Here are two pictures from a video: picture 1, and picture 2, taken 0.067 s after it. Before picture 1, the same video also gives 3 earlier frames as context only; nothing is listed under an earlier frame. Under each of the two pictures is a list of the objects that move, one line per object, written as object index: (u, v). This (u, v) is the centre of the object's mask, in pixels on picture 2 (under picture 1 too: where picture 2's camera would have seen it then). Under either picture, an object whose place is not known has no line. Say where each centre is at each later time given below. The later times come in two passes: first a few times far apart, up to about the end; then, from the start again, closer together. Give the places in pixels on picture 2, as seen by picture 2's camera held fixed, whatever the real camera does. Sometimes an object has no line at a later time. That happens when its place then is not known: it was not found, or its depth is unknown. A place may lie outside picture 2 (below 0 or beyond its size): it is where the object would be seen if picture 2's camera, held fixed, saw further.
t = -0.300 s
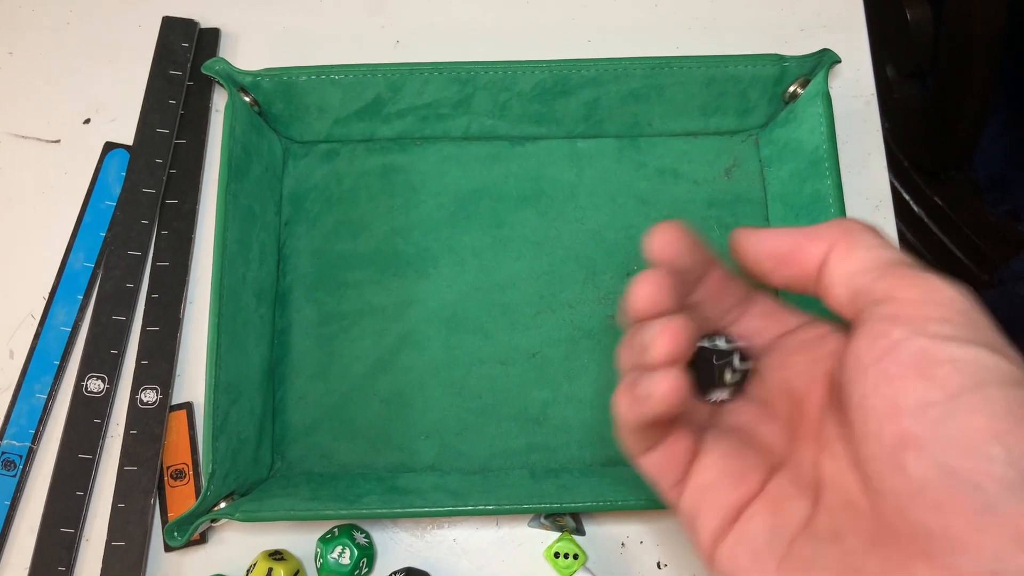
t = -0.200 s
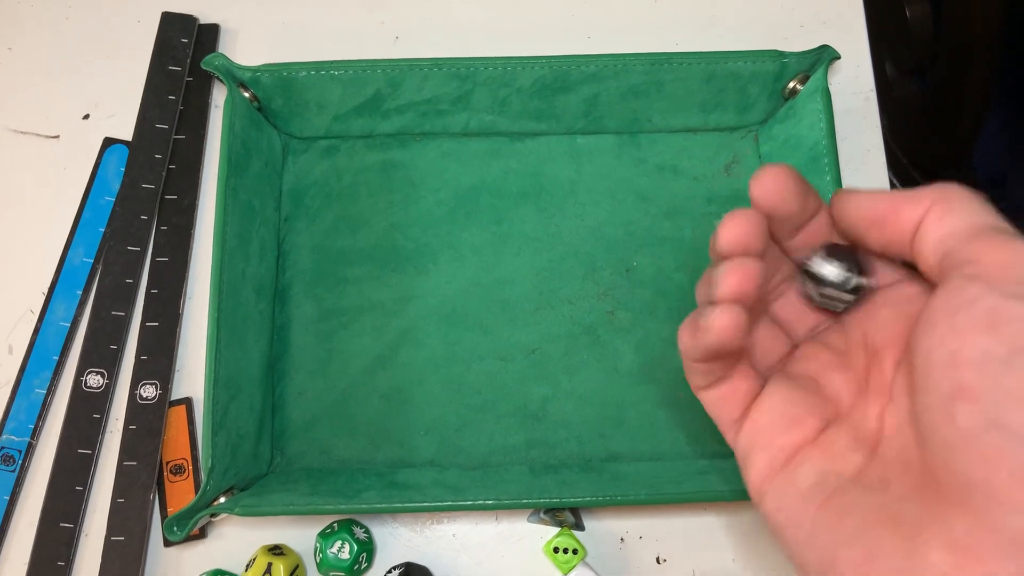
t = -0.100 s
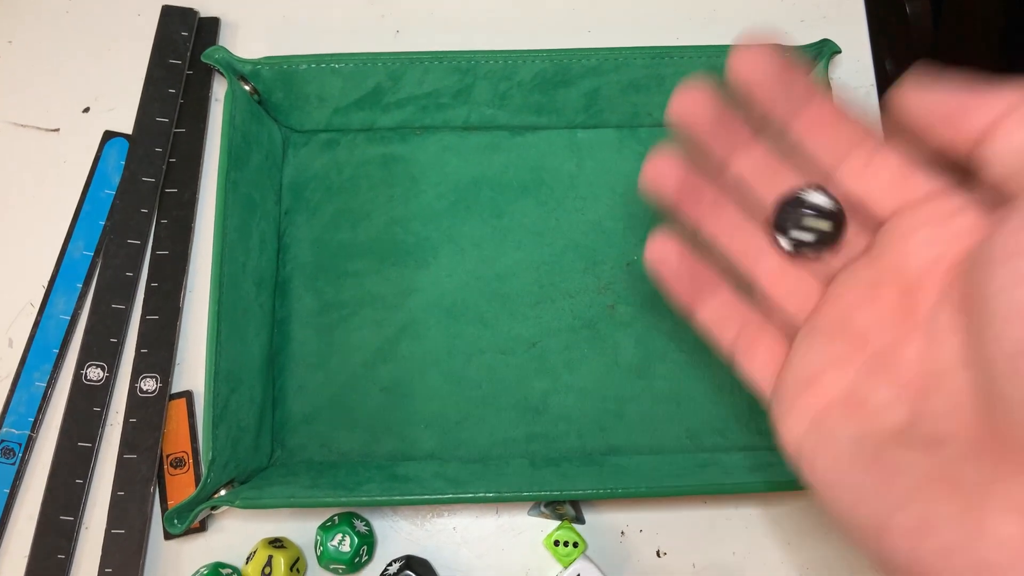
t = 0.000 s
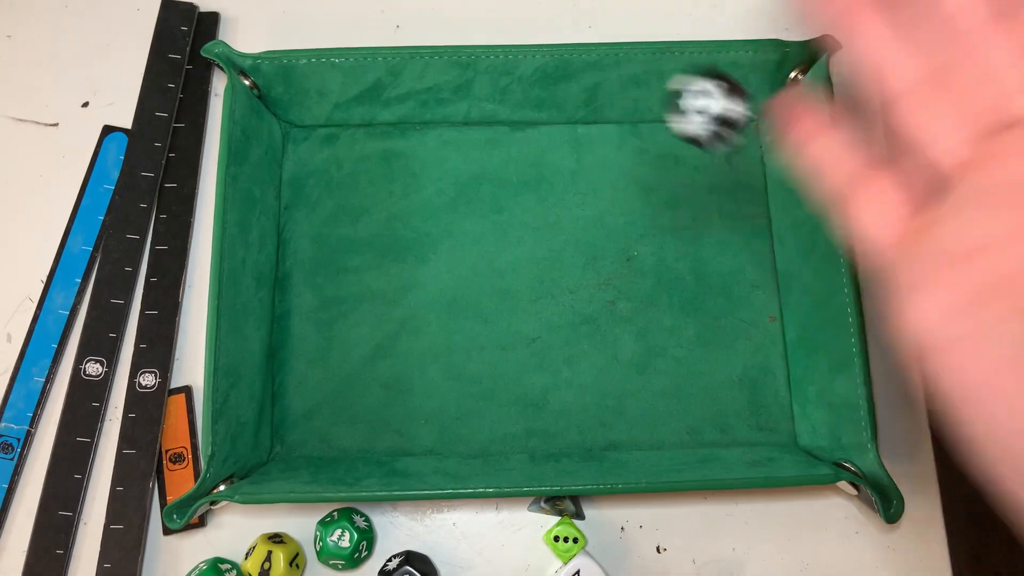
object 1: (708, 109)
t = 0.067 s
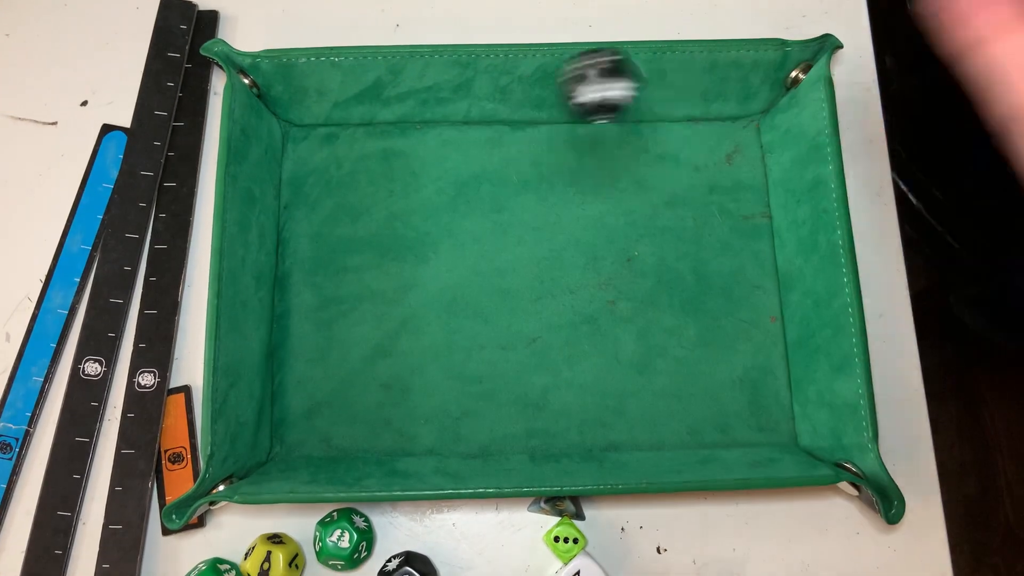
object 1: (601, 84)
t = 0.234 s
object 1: (396, 182)
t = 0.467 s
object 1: (318, 289)
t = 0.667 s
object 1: (378, 308)
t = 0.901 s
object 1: (411, 312)
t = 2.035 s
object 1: (423, 320)
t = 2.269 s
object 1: (423, 320)
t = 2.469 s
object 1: (423, 320)
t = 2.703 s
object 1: (423, 320)
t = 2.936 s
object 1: (422, 319)
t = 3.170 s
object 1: (422, 319)
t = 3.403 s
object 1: (422, 319)
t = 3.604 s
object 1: (422, 319)
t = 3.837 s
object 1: (422, 320)
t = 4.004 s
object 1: (423, 321)
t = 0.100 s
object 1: (547, 103)
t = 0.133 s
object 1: (500, 135)
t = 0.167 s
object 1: (468, 167)
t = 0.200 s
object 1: (432, 170)
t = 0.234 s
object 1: (396, 182)
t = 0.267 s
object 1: (367, 200)
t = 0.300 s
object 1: (340, 217)
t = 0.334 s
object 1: (318, 236)
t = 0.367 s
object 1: (301, 255)
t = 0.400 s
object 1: (297, 269)
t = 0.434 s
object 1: (308, 279)
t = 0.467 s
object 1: (318, 289)
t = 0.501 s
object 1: (328, 301)
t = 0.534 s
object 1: (338, 308)
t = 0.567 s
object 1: (347, 312)
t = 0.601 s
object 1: (359, 315)
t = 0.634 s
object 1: (370, 313)
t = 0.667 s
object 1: (378, 308)
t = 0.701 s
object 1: (386, 305)
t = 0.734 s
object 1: (396, 304)
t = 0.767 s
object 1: (402, 306)
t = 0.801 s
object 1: (404, 309)
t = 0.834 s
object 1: (405, 311)
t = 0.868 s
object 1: (408, 311)
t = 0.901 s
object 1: (411, 312)
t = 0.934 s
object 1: (418, 317)
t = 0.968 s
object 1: (424, 321)
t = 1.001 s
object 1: (425, 322)
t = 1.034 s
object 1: (423, 319)
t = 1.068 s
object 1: (421, 316)
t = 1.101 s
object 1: (422, 319)
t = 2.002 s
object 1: (423, 320)
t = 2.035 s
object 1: (423, 320)
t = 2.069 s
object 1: (423, 320)
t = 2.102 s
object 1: (423, 320)
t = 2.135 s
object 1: (423, 320)
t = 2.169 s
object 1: (423, 320)
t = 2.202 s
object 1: (423, 320)
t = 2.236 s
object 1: (423, 320)
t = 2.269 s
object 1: (423, 320)
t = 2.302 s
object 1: (423, 320)
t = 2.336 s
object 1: (423, 320)
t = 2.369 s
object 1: (423, 320)
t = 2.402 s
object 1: (423, 320)
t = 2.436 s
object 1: (423, 320)
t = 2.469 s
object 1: (423, 320)
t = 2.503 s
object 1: (423, 320)
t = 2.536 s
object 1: (423, 320)
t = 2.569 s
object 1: (423, 320)
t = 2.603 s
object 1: (423, 320)
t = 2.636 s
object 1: (423, 320)
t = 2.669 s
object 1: (423, 320)
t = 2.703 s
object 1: (423, 320)
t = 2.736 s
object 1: (423, 320)
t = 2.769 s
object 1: (423, 320)
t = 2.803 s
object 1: (422, 320)
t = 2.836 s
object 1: (422, 319)
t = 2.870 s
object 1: (422, 319)
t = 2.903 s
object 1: (422, 320)
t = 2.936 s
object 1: (422, 319)
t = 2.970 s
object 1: (422, 319)
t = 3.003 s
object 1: (422, 319)
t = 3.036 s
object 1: (422, 320)
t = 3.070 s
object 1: (422, 319)
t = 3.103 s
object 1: (422, 319)
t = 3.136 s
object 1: (422, 319)
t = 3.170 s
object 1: (422, 319)
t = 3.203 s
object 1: (422, 319)
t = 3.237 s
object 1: (422, 319)
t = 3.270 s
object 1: (422, 319)
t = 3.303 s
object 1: (422, 319)
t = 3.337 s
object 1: (422, 320)
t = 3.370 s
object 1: (422, 319)
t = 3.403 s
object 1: (422, 319)
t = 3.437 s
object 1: (422, 319)
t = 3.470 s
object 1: (422, 319)
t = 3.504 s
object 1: (422, 320)
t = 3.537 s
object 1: (422, 319)
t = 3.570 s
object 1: (422, 319)
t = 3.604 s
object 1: (422, 319)
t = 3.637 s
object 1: (422, 319)
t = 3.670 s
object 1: (422, 319)
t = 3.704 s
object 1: (422, 320)
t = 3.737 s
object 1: (422, 320)
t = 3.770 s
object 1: (422, 320)
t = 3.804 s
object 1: (422, 319)
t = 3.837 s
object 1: (422, 320)
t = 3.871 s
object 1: (422, 319)
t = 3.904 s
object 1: (422, 319)
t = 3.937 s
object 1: (422, 319)
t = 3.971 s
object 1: (422, 320)
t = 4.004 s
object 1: (423, 321)
